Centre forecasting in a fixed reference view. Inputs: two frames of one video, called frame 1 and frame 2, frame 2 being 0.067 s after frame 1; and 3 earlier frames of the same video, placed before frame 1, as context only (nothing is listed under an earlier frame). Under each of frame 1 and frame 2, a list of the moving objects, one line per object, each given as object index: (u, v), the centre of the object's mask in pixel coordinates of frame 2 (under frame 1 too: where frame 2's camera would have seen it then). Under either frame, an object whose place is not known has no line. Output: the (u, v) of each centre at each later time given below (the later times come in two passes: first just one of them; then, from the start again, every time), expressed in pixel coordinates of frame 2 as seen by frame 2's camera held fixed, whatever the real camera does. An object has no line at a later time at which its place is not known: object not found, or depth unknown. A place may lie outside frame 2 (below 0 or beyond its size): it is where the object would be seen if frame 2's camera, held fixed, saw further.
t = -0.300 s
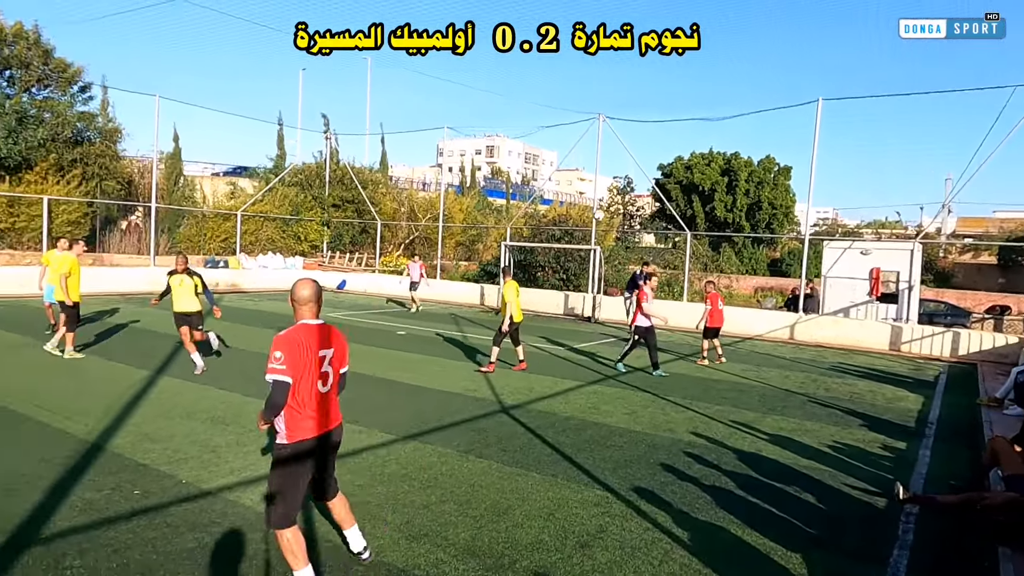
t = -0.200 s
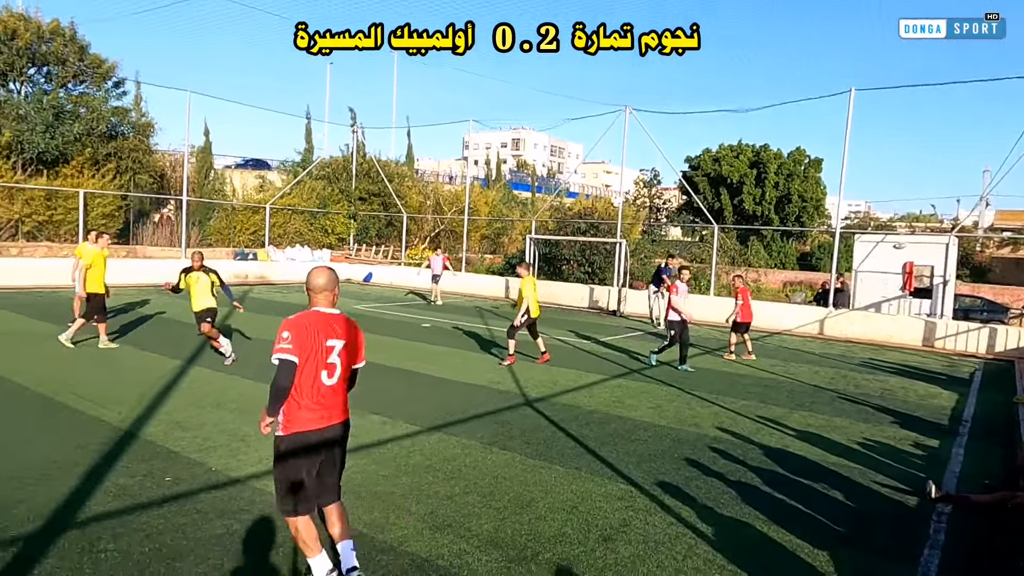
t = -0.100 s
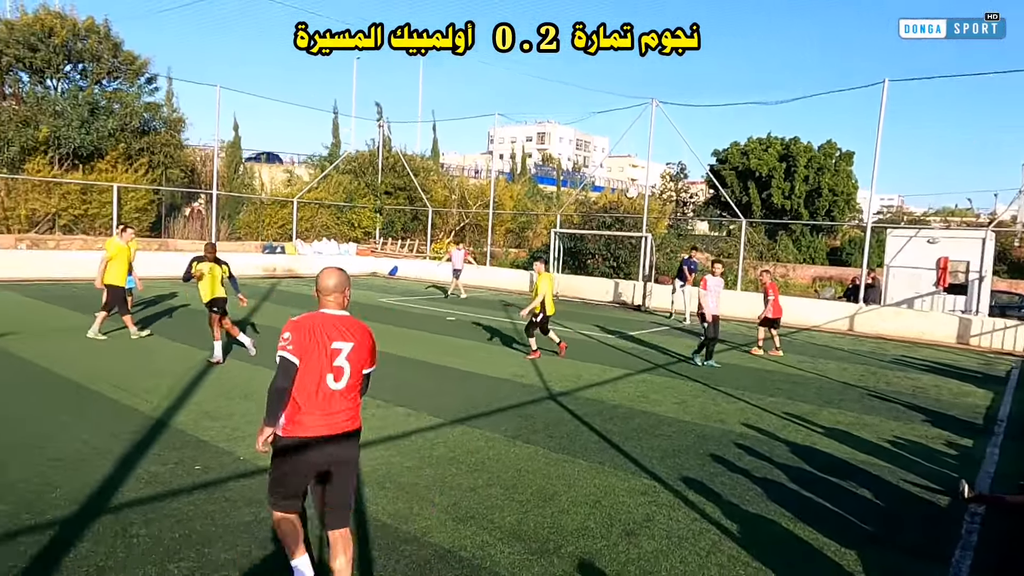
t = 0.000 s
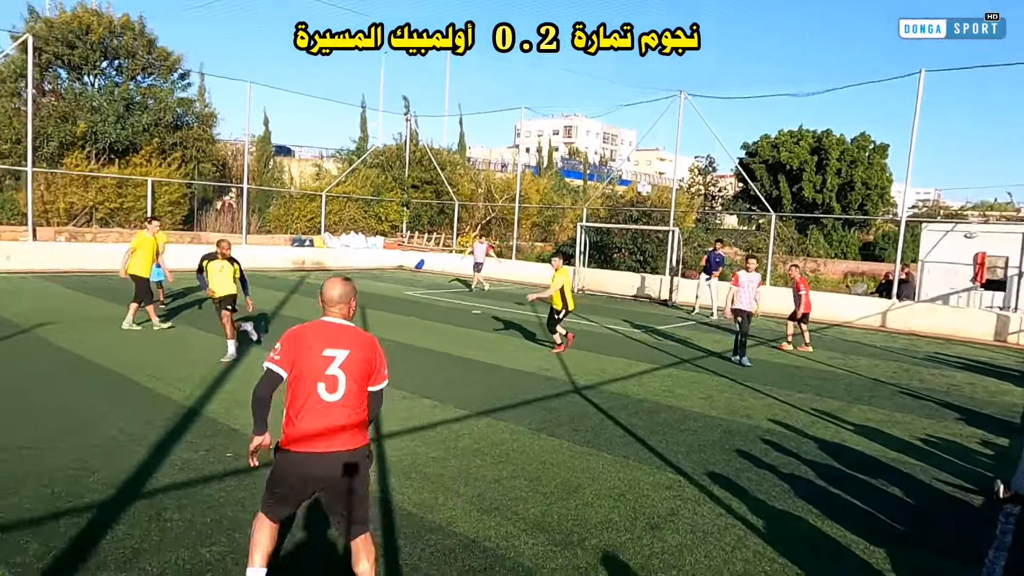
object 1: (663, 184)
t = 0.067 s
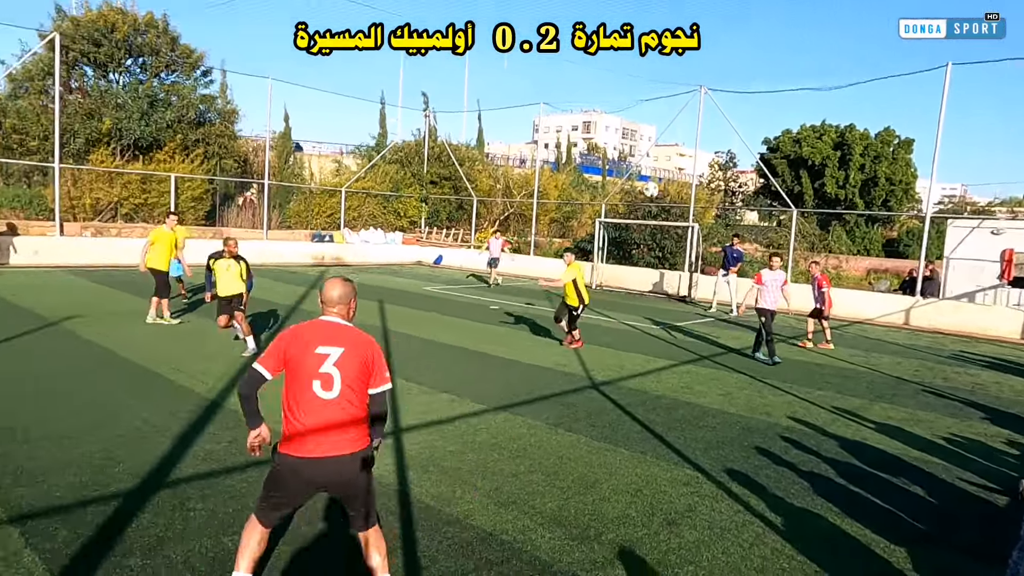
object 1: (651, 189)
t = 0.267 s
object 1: (597, 232)
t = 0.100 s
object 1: (644, 194)
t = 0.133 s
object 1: (636, 199)
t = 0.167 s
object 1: (627, 205)
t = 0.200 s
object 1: (618, 212)
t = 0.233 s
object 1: (608, 221)
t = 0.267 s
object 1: (597, 232)
